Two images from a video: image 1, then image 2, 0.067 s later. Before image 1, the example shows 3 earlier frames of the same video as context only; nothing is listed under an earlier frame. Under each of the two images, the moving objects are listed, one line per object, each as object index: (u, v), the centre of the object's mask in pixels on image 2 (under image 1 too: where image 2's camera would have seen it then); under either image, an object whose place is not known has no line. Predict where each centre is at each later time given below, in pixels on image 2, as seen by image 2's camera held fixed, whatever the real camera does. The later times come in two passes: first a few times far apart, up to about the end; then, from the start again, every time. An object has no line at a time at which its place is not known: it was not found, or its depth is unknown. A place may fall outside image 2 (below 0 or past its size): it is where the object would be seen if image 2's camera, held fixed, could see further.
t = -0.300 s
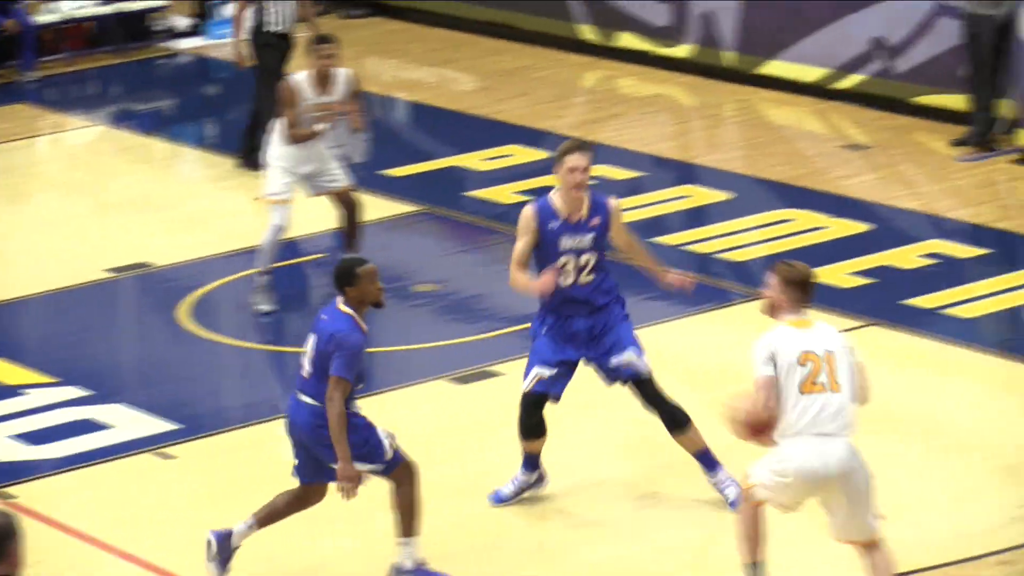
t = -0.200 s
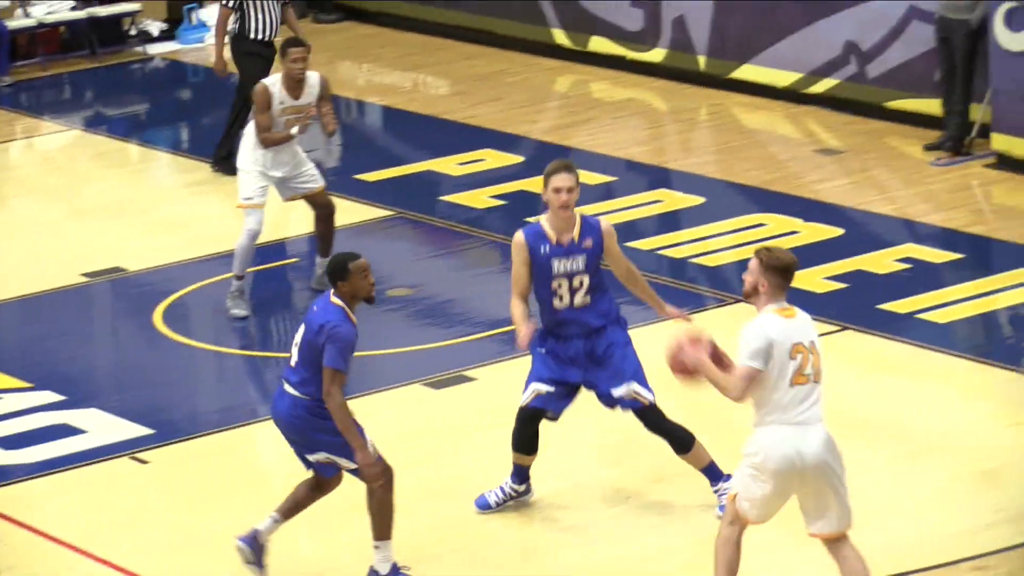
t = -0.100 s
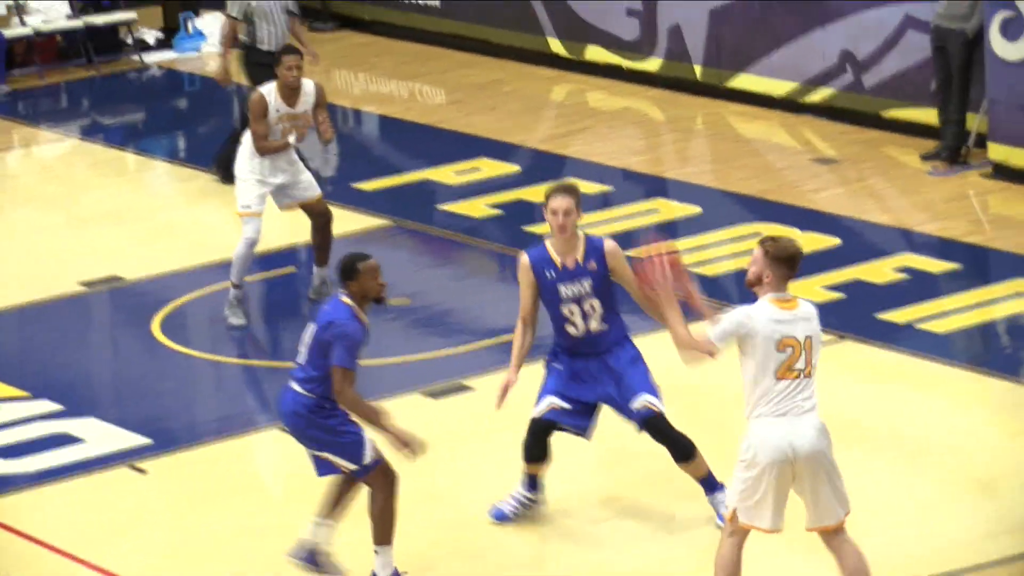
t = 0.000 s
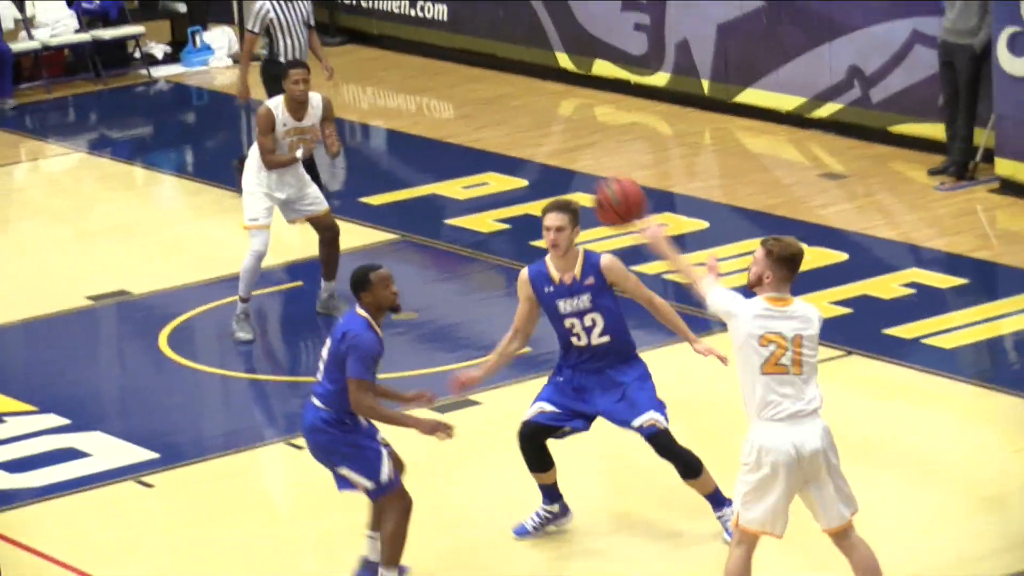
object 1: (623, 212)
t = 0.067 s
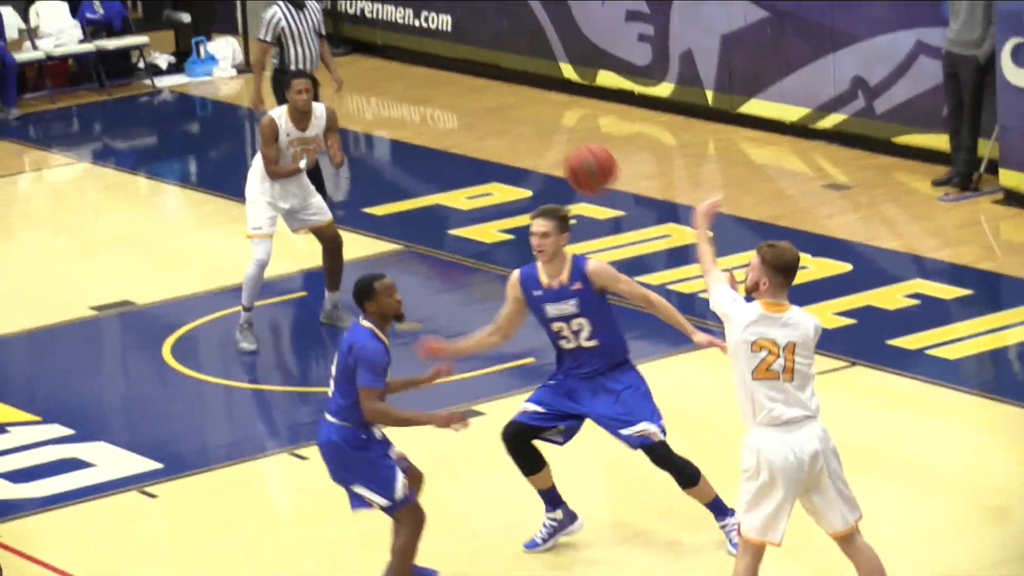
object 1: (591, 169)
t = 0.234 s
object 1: (515, 84)
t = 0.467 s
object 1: (425, 29)
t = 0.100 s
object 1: (574, 148)
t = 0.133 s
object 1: (559, 130)
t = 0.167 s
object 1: (544, 113)
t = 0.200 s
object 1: (530, 98)
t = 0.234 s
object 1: (515, 84)
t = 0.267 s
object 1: (502, 72)
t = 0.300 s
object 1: (488, 62)
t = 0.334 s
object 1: (476, 53)
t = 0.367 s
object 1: (463, 45)
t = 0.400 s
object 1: (450, 39)
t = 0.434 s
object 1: (439, 33)
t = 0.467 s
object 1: (425, 29)
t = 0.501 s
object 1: (413, 26)
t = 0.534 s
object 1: (402, 24)
